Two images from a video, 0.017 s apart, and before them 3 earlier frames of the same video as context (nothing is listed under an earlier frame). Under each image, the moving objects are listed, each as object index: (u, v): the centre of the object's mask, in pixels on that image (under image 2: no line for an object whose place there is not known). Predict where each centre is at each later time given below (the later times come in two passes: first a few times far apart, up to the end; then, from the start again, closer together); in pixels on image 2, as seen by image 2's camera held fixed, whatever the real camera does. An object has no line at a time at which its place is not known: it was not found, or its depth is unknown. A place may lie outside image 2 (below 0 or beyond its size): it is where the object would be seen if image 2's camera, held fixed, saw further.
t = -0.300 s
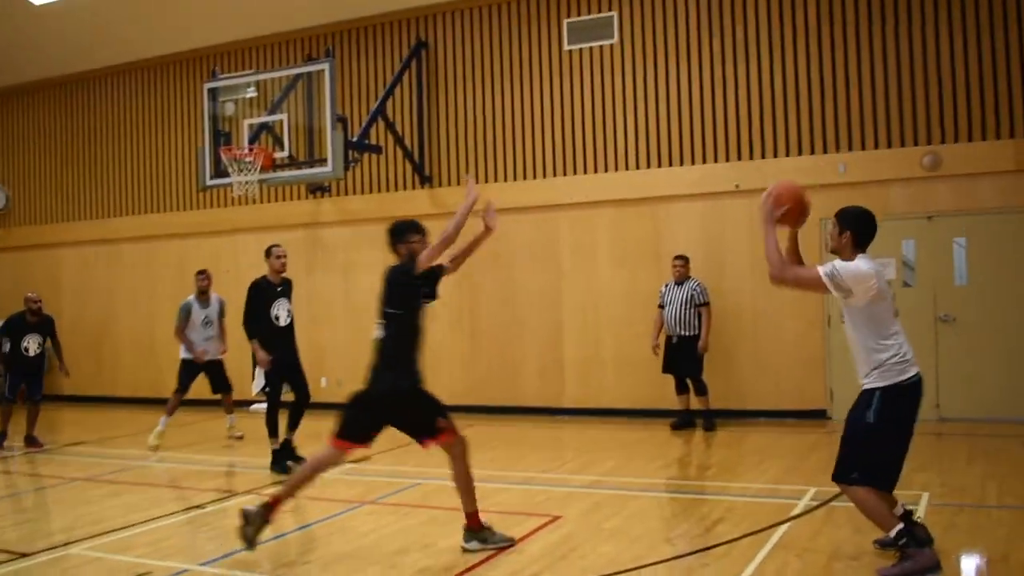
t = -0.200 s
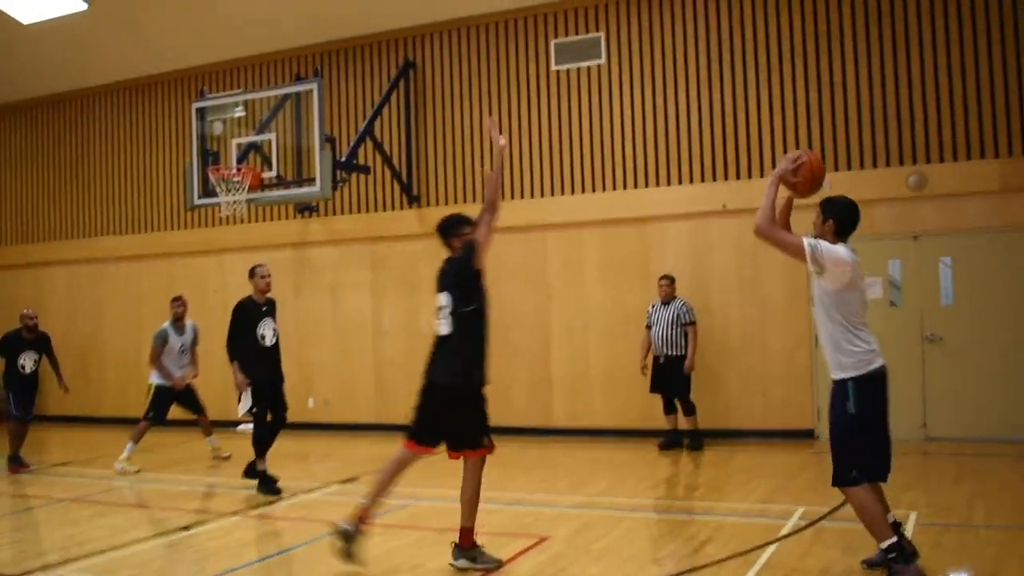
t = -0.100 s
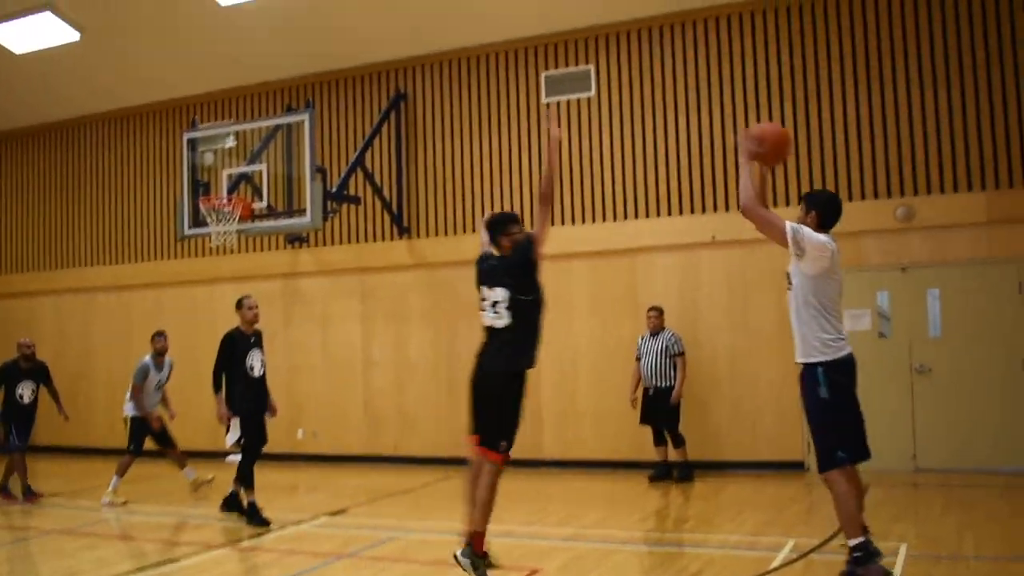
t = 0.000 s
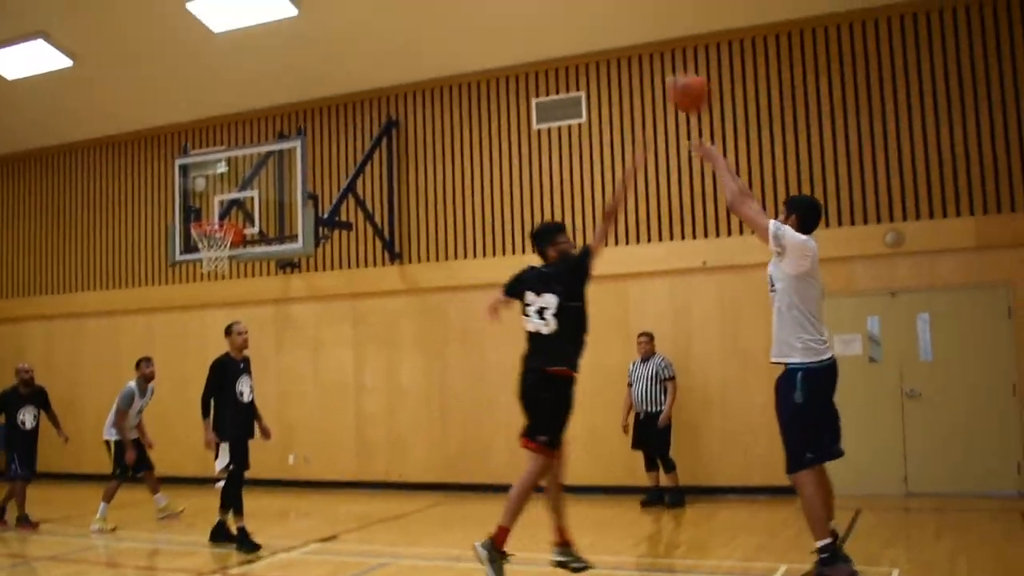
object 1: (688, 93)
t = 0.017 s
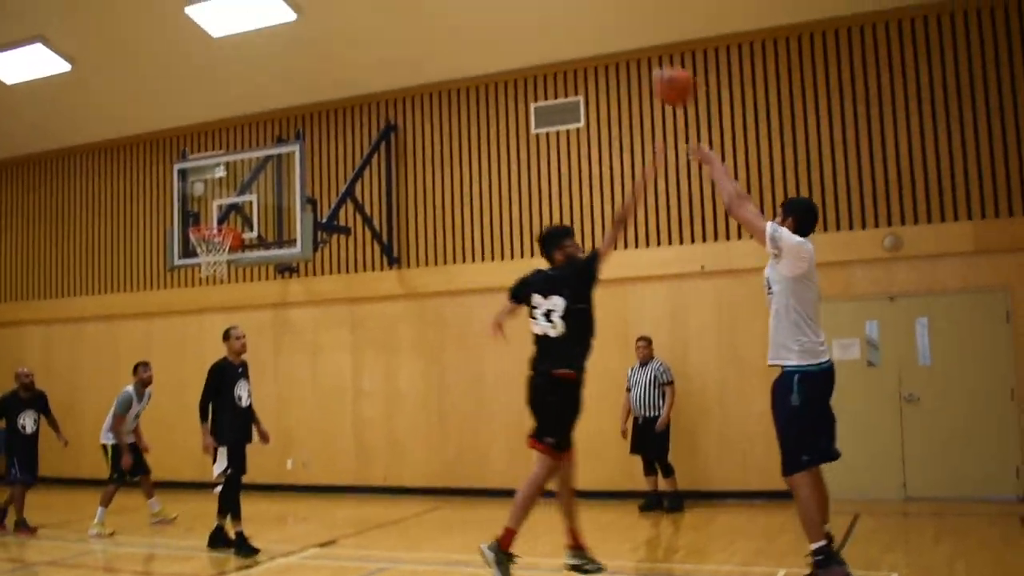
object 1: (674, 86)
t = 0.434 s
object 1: (427, -16)
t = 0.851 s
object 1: (284, 86)
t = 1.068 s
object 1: (227, 186)
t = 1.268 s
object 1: (205, 279)
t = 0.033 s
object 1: (662, 75)
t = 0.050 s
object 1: (649, 64)
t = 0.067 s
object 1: (637, 55)
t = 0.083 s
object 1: (625, 47)
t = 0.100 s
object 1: (613, 38)
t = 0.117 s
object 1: (602, 32)
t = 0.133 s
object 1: (591, 26)
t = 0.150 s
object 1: (580, 19)
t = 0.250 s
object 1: (520, -5)
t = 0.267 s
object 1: (510, -8)
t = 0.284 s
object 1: (501, -10)
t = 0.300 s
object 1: (492, -12)
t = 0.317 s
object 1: (483, -14)
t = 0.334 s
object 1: (474, -15)
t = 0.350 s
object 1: (466, -17)
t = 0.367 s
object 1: (458, -17)
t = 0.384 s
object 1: (450, -17)
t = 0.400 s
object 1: (442, -17)
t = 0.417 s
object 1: (435, -17)
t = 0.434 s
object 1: (427, -16)
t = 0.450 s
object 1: (420, -15)
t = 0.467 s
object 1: (413, -14)
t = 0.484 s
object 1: (407, -12)
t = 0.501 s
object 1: (400, -10)
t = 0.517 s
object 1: (393, -7)
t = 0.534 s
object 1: (386, -5)
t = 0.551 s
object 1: (380, -2)
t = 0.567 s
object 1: (373, 1)
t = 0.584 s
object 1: (367, 4)
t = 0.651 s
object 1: (344, 20)
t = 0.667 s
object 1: (338, 25)
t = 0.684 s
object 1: (333, 29)
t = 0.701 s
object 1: (327, 34)
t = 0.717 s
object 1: (321, 39)
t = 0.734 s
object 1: (317, 44)
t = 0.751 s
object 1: (312, 49)
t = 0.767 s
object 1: (307, 56)
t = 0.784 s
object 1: (302, 61)
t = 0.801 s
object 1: (297, 67)
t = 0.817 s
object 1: (292, 74)
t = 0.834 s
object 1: (289, 79)
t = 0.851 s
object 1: (284, 86)
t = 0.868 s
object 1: (279, 93)
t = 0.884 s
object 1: (274, 99)
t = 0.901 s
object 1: (269, 108)
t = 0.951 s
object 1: (257, 127)
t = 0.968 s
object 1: (252, 137)
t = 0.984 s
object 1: (249, 145)
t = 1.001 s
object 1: (245, 153)
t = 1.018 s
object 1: (241, 162)
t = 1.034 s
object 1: (237, 171)
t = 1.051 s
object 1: (233, 178)
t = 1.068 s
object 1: (227, 186)
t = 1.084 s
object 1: (225, 196)
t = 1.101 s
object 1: (222, 206)
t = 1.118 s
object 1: (217, 214)
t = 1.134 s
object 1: (213, 219)
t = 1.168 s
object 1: (207, 235)
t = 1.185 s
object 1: (208, 240)
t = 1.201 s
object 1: (204, 251)
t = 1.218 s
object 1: (207, 262)
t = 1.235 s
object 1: (206, 268)
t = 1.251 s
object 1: (206, 276)
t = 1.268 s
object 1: (205, 279)
